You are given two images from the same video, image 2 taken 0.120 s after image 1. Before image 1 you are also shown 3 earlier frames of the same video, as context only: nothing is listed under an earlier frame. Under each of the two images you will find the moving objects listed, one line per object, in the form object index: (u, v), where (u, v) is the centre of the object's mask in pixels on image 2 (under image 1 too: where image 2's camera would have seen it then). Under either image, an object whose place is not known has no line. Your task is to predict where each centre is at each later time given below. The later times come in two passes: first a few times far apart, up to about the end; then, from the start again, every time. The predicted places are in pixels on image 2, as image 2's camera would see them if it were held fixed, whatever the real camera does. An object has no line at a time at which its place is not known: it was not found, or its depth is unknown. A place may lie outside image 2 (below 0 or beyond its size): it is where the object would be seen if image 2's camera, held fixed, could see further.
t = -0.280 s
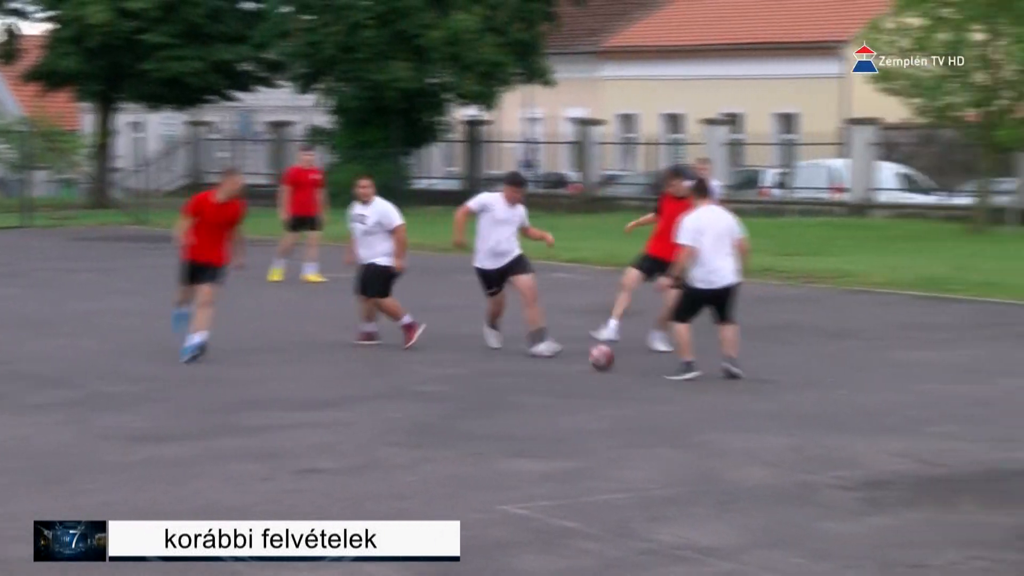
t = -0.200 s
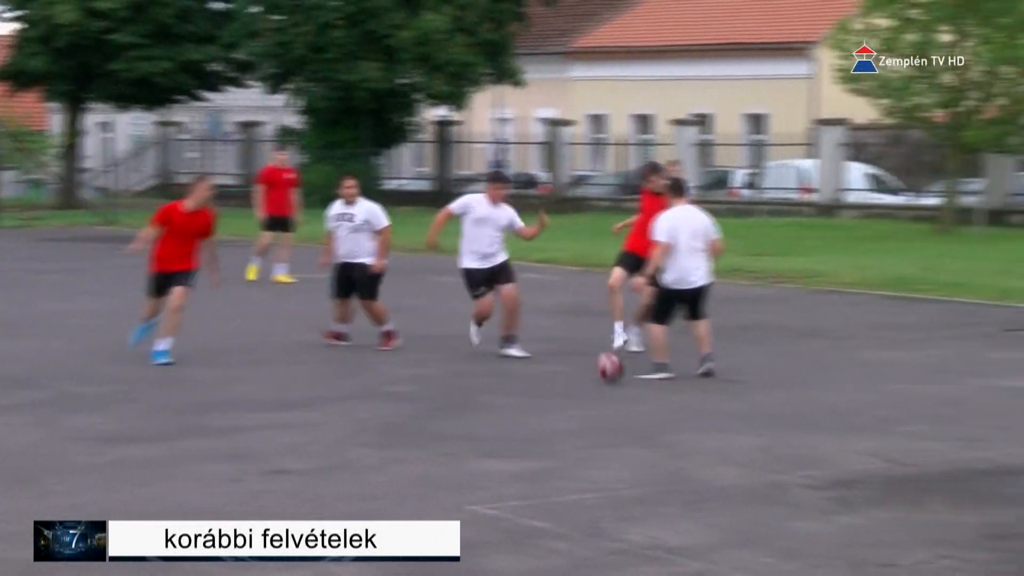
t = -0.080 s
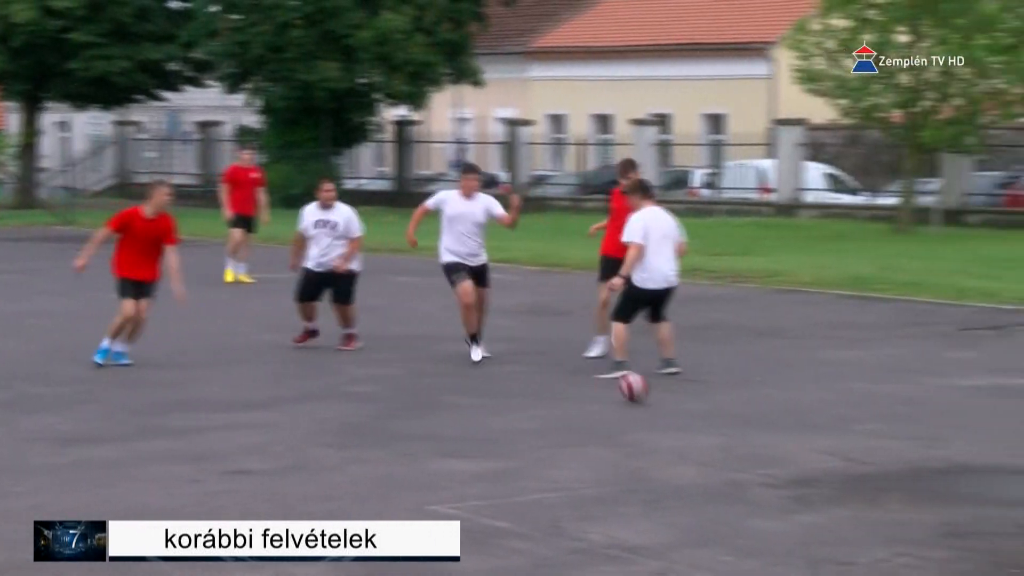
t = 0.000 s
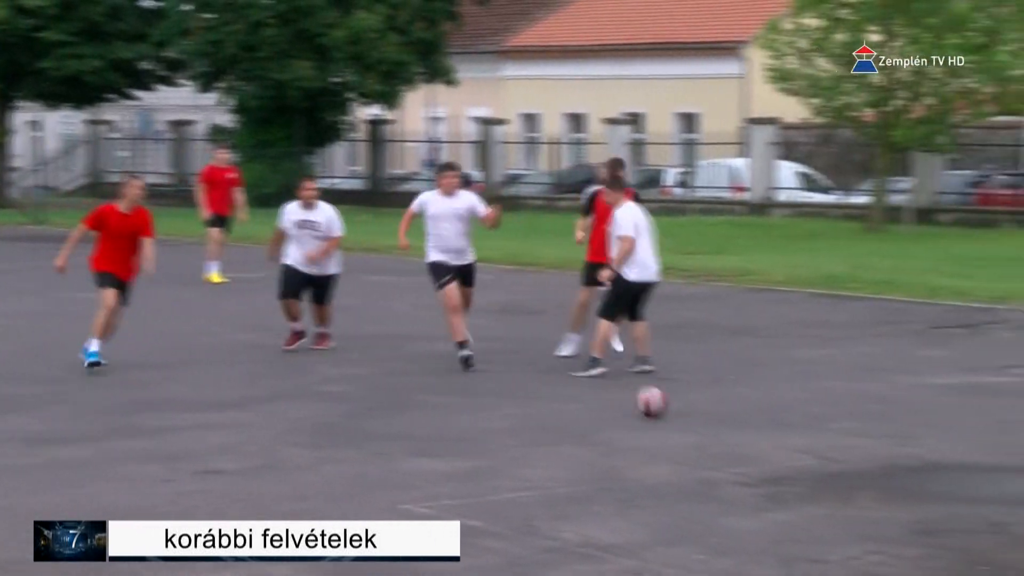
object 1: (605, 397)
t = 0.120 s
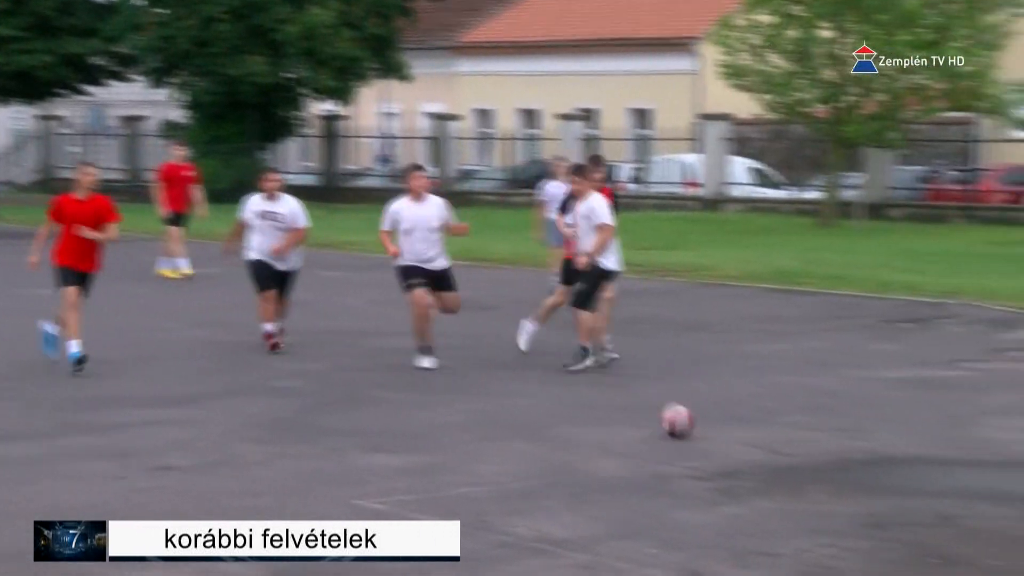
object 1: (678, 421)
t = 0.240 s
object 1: (754, 445)
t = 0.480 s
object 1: (920, 499)
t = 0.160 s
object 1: (703, 428)
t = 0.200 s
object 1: (726, 437)
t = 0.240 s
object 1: (754, 445)
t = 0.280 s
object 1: (779, 452)
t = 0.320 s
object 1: (807, 463)
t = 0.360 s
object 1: (834, 472)
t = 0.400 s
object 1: (862, 481)
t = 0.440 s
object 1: (890, 489)
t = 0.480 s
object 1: (920, 499)
